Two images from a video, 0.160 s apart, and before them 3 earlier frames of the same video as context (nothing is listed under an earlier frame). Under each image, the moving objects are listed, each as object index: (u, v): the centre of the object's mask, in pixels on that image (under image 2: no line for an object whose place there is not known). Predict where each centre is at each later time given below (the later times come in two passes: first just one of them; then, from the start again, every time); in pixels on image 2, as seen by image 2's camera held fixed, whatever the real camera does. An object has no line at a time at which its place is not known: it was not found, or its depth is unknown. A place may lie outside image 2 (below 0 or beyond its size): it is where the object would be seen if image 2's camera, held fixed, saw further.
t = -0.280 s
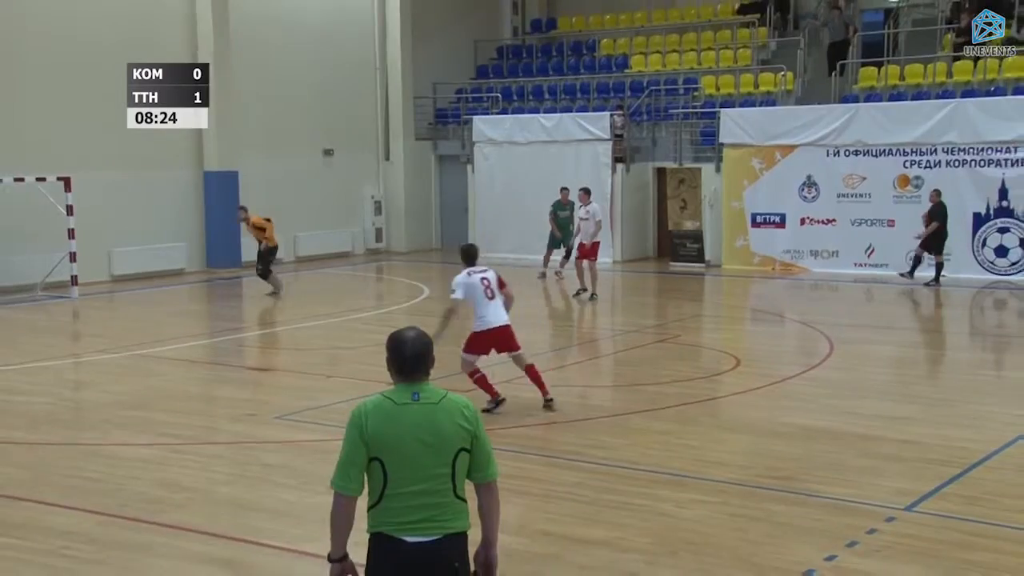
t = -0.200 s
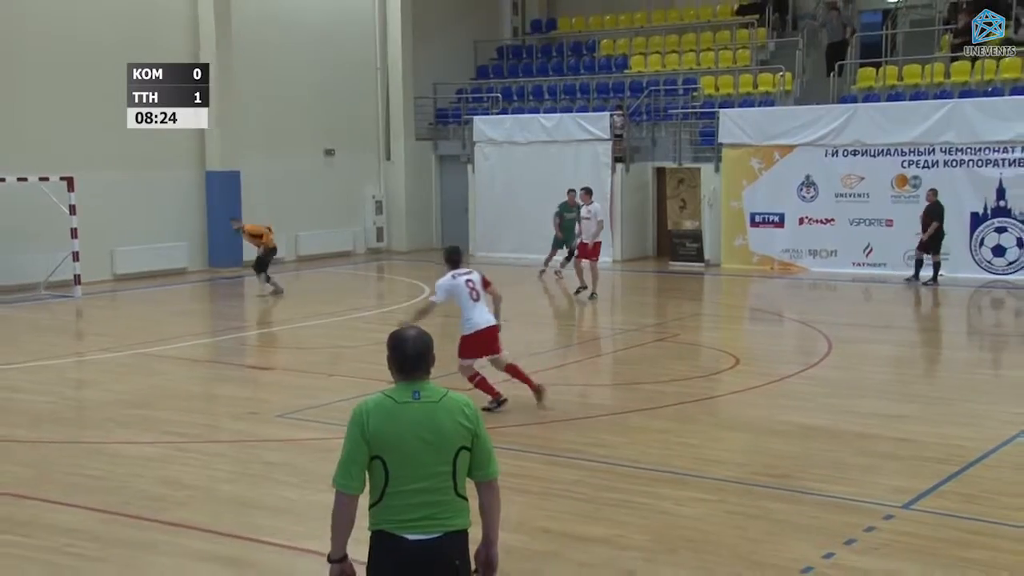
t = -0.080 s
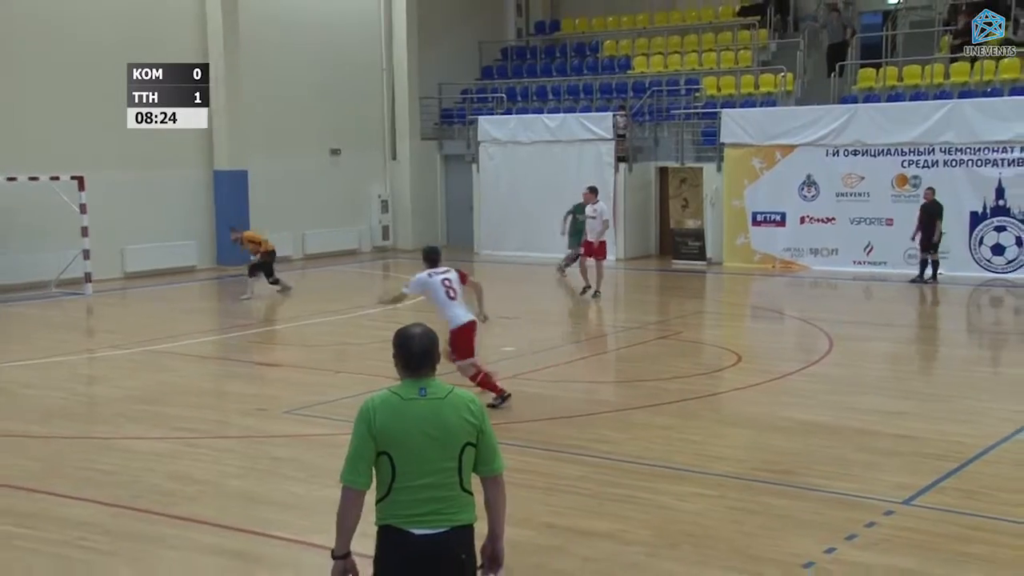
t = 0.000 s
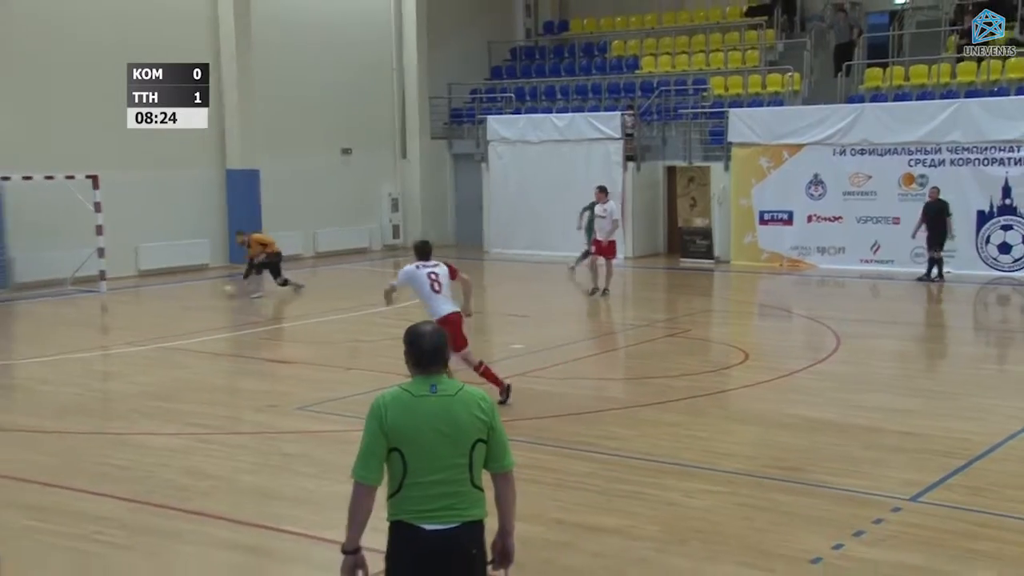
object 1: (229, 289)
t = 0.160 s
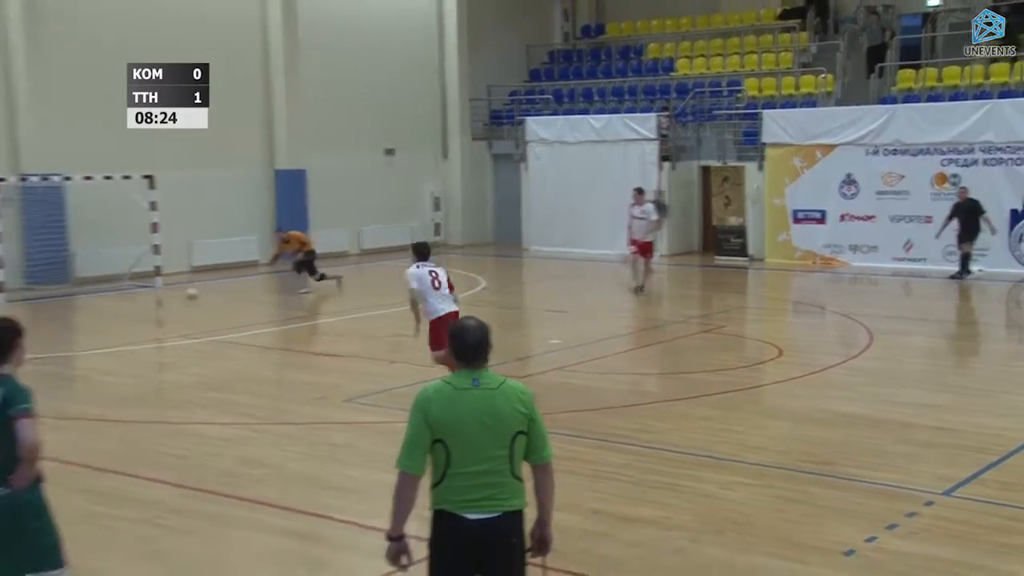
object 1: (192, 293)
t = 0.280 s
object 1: (129, 303)
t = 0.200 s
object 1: (171, 297)
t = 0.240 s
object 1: (150, 305)
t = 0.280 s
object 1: (129, 303)
